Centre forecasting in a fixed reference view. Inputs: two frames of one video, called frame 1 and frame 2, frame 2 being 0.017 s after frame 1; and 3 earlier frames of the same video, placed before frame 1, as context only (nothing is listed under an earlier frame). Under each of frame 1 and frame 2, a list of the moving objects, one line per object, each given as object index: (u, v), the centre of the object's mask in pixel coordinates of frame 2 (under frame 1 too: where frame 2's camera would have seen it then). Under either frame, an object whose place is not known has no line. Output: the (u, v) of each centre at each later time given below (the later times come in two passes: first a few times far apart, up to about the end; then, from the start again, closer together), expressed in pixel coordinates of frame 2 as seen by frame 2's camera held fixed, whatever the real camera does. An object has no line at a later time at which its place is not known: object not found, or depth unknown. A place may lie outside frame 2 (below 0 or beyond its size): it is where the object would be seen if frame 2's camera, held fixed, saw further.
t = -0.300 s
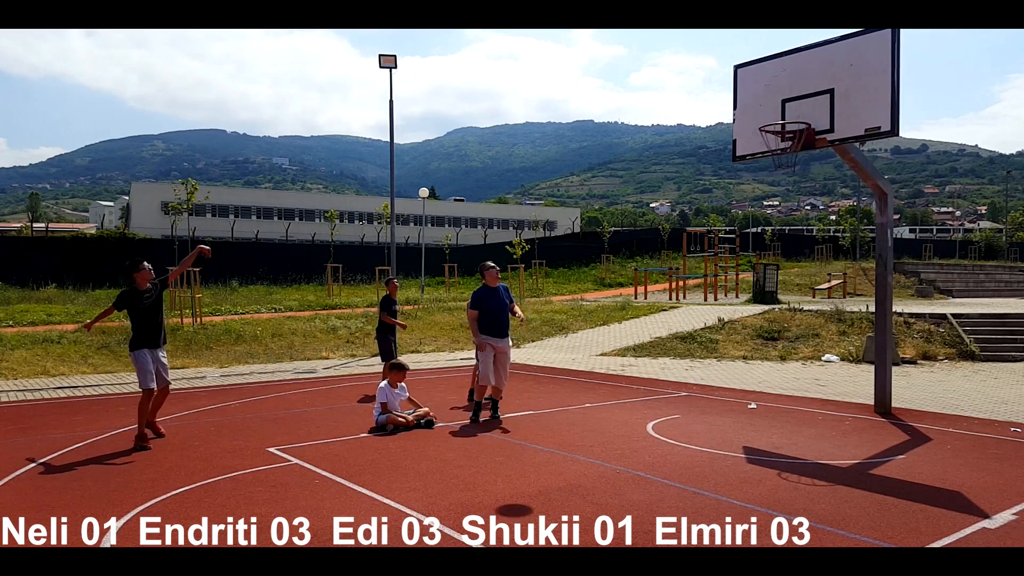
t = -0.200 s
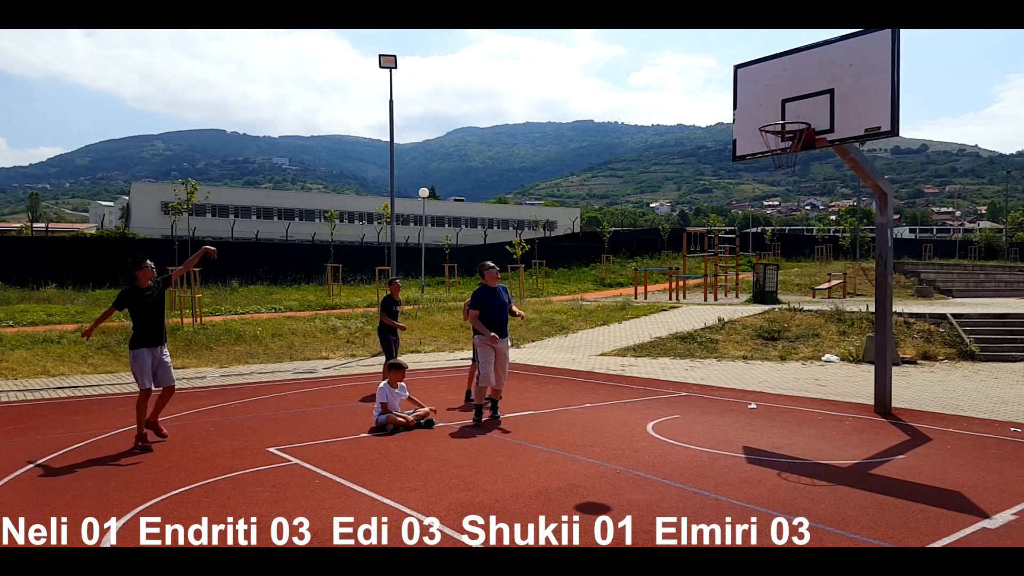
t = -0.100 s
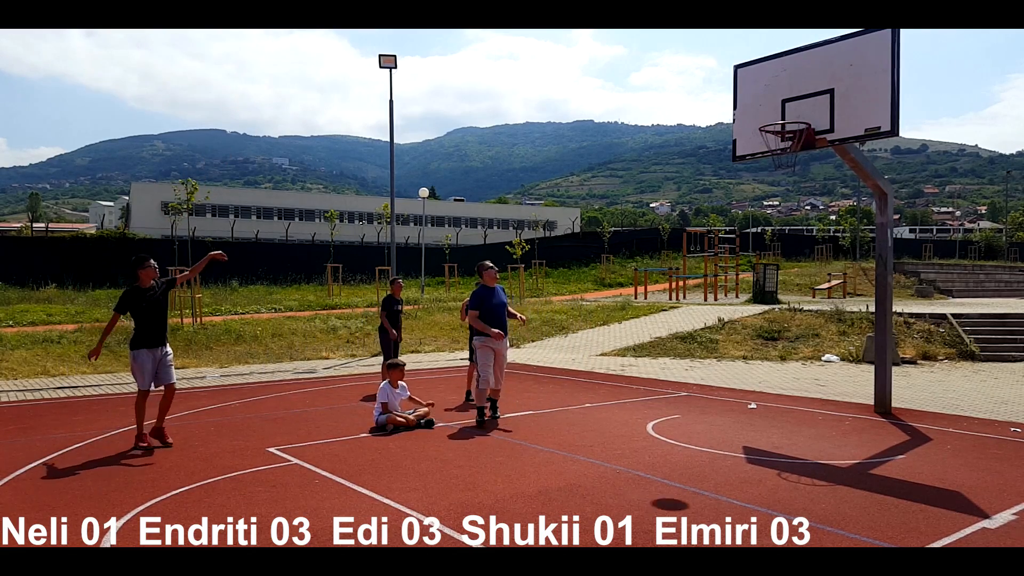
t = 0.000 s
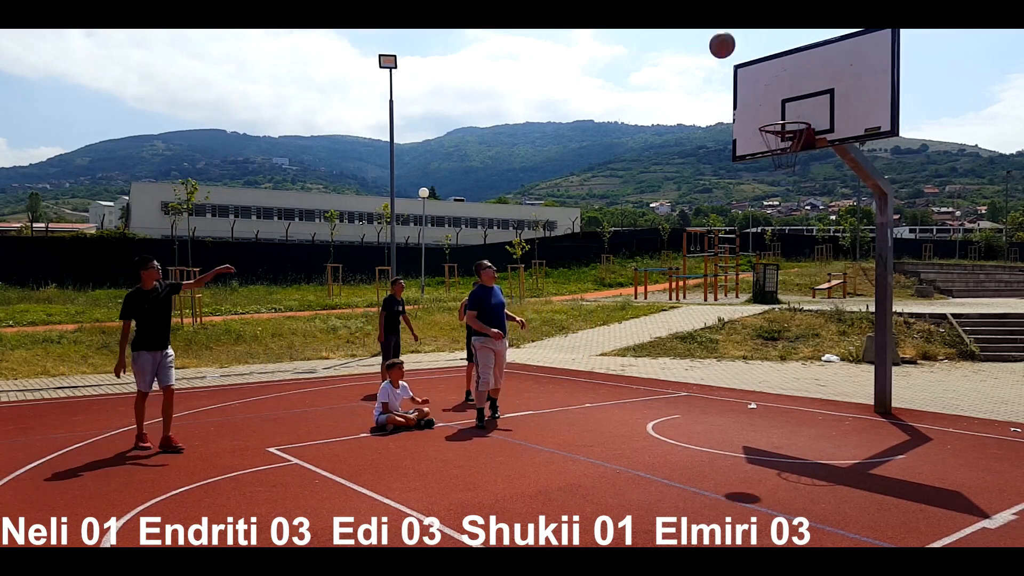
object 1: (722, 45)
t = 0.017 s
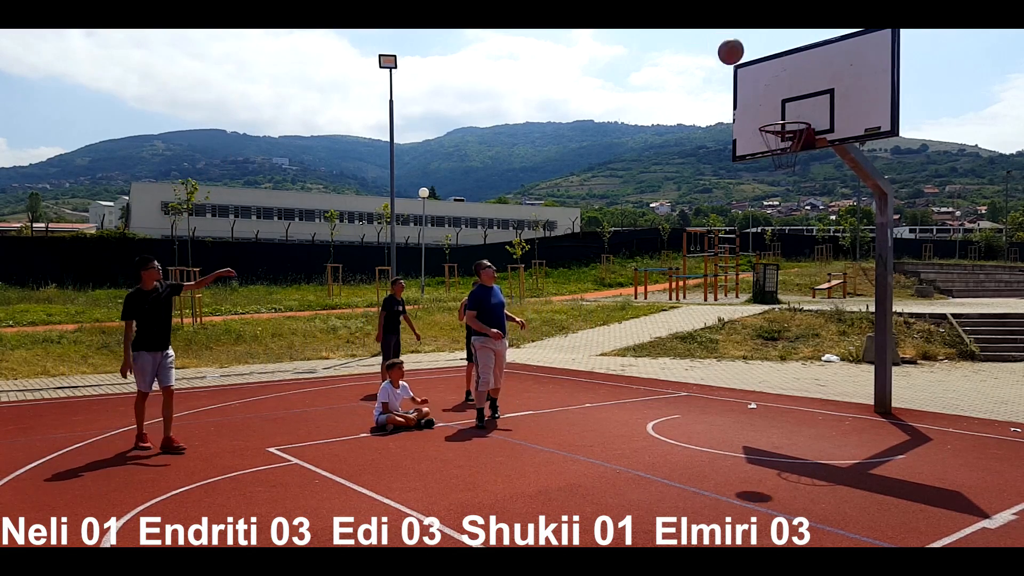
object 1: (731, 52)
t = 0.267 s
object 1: (801, 88)
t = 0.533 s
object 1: (752, 64)
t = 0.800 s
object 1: (696, 107)
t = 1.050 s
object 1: (645, 210)
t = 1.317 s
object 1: (595, 383)
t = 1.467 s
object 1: (582, 357)
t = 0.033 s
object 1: (739, 58)
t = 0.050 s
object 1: (748, 65)
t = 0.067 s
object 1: (756, 72)
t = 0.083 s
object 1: (765, 80)
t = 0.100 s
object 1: (773, 88)
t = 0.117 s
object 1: (782, 96)
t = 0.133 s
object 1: (790, 105)
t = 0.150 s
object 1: (799, 113)
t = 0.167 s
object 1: (799, 110)
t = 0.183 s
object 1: (800, 105)
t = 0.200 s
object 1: (800, 101)
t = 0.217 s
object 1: (800, 98)
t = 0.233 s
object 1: (800, 94)
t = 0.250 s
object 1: (801, 91)
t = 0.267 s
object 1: (801, 88)
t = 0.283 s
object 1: (801, 86)
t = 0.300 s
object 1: (800, 83)
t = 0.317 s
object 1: (797, 80)
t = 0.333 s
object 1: (793, 78)
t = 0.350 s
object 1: (790, 75)
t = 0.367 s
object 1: (786, 72)
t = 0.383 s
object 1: (783, 71)
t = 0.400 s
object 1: (779, 69)
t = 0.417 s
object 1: (776, 67)
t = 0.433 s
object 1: (773, 66)
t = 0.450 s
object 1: (769, 65)
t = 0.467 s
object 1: (766, 64)
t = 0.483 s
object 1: (762, 64)
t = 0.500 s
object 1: (759, 63)
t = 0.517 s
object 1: (755, 63)
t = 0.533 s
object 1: (752, 64)
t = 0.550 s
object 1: (748, 64)
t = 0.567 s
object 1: (745, 65)
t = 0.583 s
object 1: (742, 66)
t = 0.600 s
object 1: (738, 68)
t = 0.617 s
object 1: (735, 70)
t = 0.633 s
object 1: (731, 72)
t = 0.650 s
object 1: (728, 74)
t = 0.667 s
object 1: (725, 76)
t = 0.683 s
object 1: (721, 79)
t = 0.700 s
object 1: (718, 82)
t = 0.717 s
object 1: (714, 86)
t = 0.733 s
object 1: (710, 89)
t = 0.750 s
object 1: (707, 94)
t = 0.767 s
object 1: (703, 98)
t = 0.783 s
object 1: (700, 102)
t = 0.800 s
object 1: (696, 107)
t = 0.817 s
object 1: (693, 112)
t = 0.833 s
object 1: (689, 117)
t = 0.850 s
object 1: (686, 123)
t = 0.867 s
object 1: (682, 129)
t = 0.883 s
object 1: (679, 135)
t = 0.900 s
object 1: (676, 141)
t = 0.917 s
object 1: (672, 147)
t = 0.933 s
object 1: (669, 154)
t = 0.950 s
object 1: (666, 161)
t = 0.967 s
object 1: (662, 169)
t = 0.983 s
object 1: (659, 176)
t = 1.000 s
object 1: (655, 184)
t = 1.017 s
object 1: (652, 193)
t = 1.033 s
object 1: (649, 201)
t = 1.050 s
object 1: (645, 210)
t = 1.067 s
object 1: (642, 219)
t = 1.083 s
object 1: (639, 229)
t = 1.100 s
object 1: (635, 238)
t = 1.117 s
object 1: (632, 248)
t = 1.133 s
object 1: (629, 257)
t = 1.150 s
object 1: (626, 268)
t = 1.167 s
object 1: (622, 278)
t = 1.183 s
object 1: (619, 288)
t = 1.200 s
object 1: (616, 300)
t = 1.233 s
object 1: (610, 322)
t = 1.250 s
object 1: (607, 334)
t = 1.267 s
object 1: (604, 345)
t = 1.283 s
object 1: (601, 358)
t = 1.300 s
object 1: (598, 370)
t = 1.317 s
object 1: (595, 383)
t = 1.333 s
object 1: (592, 396)
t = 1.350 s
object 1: (589, 409)
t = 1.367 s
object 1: (586, 421)
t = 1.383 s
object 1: (586, 411)
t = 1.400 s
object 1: (585, 399)
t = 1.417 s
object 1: (584, 388)
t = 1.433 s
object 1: (584, 378)
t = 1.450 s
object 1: (583, 367)
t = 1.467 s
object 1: (582, 357)
